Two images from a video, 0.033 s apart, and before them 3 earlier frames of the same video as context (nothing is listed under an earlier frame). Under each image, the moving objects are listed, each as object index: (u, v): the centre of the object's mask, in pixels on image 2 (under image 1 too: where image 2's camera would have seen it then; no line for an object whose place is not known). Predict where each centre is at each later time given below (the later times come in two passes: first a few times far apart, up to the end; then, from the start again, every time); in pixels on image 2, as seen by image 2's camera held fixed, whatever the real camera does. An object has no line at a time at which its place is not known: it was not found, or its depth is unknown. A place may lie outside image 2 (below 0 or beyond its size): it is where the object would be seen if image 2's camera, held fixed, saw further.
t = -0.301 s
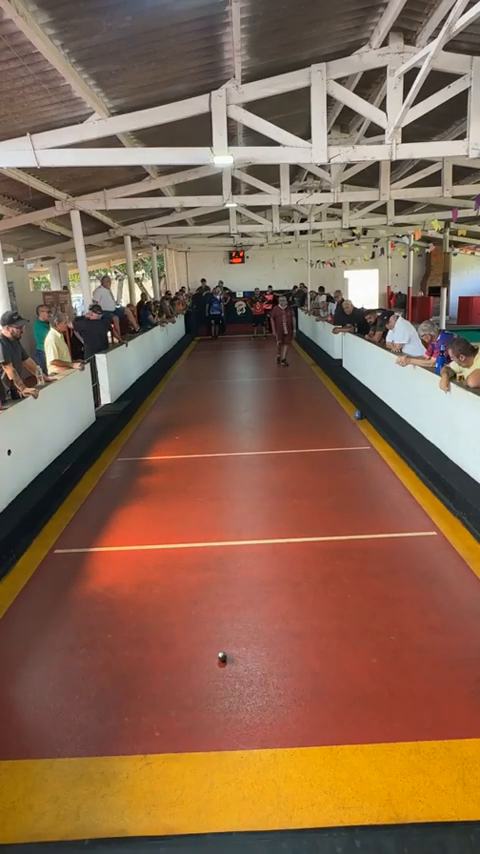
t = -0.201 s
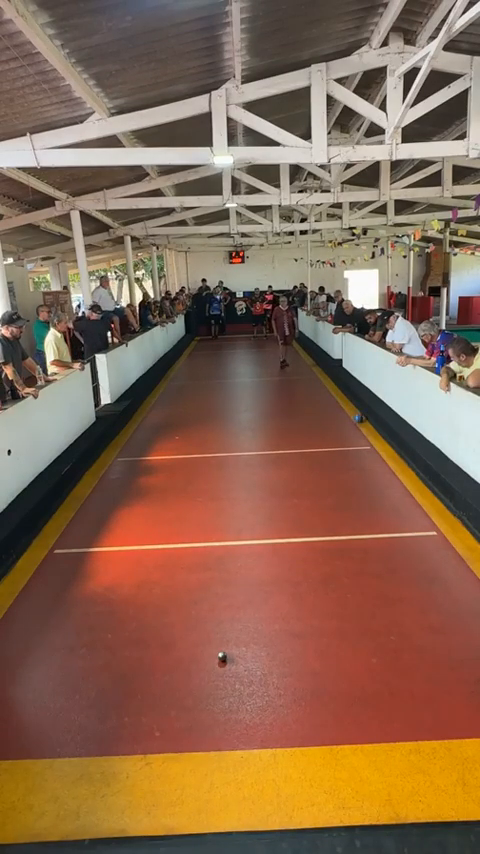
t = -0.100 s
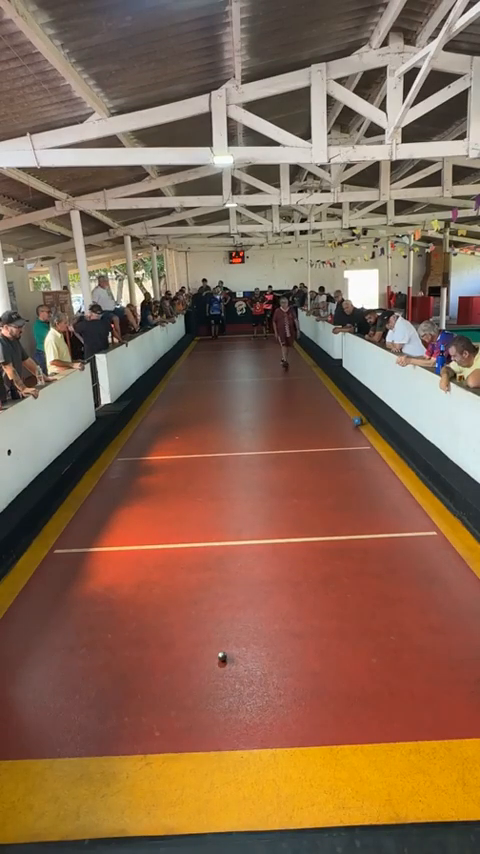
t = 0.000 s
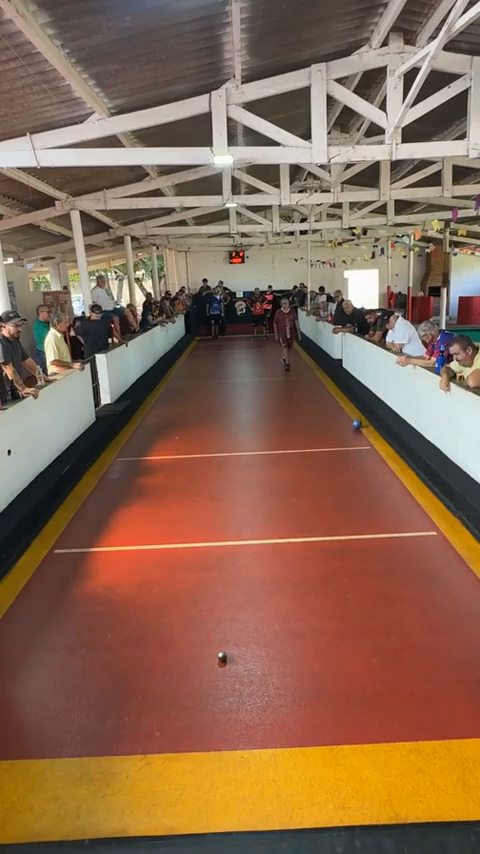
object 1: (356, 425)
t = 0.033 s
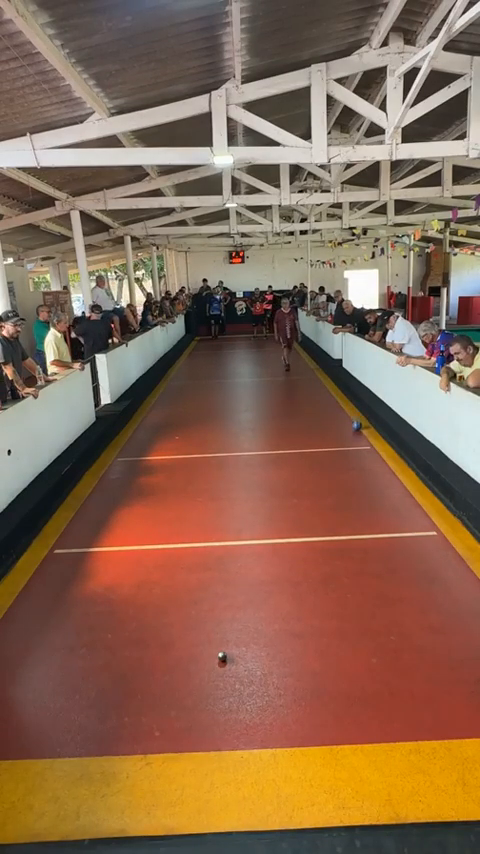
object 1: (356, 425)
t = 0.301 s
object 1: (355, 433)
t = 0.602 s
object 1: (351, 443)
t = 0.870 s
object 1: (348, 452)
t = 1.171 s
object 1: (345, 464)
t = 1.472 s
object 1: (341, 477)
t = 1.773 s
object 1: (336, 490)
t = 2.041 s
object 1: (333, 503)
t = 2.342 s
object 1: (328, 519)
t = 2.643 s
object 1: (322, 537)
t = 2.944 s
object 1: (315, 557)
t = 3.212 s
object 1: (310, 576)
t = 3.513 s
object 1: (301, 598)
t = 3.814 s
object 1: (293, 624)
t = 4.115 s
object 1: (283, 652)
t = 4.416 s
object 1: (272, 683)
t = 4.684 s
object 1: (261, 712)
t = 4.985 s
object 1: (249, 749)
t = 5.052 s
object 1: (245, 757)
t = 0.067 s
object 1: (356, 426)
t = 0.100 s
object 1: (356, 427)
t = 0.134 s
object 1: (356, 429)
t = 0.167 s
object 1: (356, 430)
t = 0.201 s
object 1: (355, 430)
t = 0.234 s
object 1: (355, 431)
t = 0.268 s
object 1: (355, 432)
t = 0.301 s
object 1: (355, 433)
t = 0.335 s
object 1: (355, 434)
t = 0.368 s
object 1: (354, 435)
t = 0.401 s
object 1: (354, 437)
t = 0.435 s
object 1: (353, 438)
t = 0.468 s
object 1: (353, 439)
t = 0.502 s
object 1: (353, 439)
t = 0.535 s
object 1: (352, 440)
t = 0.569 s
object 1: (352, 441)
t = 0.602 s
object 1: (351, 443)
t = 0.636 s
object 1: (351, 444)
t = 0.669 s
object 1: (351, 445)
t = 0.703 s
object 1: (350, 446)
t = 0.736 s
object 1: (349, 448)
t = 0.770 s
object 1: (349, 448)
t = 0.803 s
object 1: (349, 449)
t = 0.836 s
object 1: (349, 451)
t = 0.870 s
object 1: (348, 452)
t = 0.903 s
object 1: (348, 453)
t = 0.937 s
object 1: (347, 455)
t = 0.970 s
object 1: (347, 456)
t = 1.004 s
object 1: (347, 457)
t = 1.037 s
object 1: (346, 458)
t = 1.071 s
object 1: (346, 459)
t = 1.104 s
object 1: (346, 460)
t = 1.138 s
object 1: (346, 462)
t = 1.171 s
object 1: (345, 464)
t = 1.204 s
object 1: (344, 465)
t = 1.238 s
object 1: (344, 466)
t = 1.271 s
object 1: (343, 468)
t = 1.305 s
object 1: (343, 469)
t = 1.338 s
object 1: (342, 471)
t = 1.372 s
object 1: (342, 472)
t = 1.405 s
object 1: (342, 473)
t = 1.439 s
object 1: (341, 475)
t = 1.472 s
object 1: (341, 477)
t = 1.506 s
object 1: (340, 478)
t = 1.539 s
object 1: (340, 479)
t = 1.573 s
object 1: (339, 481)
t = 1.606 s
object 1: (339, 482)
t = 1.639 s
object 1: (338, 484)
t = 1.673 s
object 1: (338, 485)
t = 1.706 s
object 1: (337, 487)
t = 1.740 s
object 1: (337, 488)
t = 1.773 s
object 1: (336, 490)
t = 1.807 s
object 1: (336, 492)
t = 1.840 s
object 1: (335, 493)
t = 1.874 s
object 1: (335, 495)
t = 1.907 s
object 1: (335, 497)
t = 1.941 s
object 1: (334, 498)
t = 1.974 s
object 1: (333, 500)
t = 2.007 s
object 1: (333, 502)
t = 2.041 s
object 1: (333, 503)
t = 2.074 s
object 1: (332, 505)
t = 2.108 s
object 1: (331, 507)
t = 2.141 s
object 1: (331, 509)
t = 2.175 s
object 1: (330, 510)
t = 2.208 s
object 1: (330, 512)
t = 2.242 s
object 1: (329, 514)
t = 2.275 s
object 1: (328, 516)
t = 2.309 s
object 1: (328, 518)
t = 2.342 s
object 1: (328, 519)
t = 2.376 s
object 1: (327, 521)
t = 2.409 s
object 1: (326, 523)
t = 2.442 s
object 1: (326, 525)
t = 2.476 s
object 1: (325, 527)
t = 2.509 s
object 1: (324, 529)
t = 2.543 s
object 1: (324, 531)
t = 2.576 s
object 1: (323, 533)
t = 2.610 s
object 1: (322, 535)
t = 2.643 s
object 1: (322, 537)
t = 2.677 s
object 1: (321, 539)
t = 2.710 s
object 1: (321, 541)
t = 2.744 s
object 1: (320, 543)
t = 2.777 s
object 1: (319, 546)
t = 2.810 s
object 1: (319, 548)
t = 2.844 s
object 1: (318, 550)
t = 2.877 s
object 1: (317, 552)
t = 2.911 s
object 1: (316, 554)
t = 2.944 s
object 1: (315, 557)
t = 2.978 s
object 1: (315, 559)
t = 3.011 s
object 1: (314, 561)
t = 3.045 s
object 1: (313, 564)
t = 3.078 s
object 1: (313, 566)
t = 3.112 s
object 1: (312, 569)
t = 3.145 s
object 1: (311, 571)
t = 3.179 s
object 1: (310, 573)
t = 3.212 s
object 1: (310, 576)
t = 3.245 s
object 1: (309, 578)
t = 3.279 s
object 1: (308, 580)
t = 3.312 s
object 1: (307, 583)
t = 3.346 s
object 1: (306, 586)
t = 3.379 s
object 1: (305, 588)
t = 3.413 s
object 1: (304, 591)
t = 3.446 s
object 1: (303, 593)
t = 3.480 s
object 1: (302, 596)
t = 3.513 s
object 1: (301, 598)
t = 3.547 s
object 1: (300, 601)
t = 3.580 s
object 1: (299, 604)
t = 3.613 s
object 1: (298, 607)
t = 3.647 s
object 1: (298, 610)
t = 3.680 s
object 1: (297, 613)
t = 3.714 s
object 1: (296, 616)
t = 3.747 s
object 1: (295, 619)
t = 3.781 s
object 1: (294, 622)
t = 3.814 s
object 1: (293, 624)
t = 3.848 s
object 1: (292, 627)
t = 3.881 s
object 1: (291, 630)
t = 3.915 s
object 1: (290, 634)
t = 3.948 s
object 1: (288, 636)
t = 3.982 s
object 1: (287, 639)
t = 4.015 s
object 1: (286, 643)
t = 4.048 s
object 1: (285, 646)
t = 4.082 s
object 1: (284, 649)
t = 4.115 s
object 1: (283, 652)
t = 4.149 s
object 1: (282, 656)
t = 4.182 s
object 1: (281, 659)
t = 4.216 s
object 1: (279, 662)
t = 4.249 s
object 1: (278, 665)
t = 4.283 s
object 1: (277, 669)
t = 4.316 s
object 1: (276, 672)
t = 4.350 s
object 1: (275, 676)
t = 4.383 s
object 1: (273, 679)
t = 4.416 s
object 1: (272, 683)
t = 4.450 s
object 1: (271, 686)
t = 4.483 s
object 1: (269, 690)
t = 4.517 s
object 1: (268, 694)
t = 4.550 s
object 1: (267, 698)
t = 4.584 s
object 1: (266, 701)
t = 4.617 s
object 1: (264, 704)
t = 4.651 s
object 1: (263, 709)
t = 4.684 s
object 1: (261, 712)
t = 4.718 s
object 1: (260, 716)
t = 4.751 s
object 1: (258, 720)
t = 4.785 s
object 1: (257, 724)
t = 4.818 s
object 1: (256, 728)
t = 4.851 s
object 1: (254, 733)
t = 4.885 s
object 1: (253, 737)
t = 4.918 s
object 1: (252, 741)
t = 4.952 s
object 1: (250, 744)
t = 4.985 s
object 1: (249, 749)
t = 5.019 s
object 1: (247, 753)
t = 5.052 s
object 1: (245, 757)
